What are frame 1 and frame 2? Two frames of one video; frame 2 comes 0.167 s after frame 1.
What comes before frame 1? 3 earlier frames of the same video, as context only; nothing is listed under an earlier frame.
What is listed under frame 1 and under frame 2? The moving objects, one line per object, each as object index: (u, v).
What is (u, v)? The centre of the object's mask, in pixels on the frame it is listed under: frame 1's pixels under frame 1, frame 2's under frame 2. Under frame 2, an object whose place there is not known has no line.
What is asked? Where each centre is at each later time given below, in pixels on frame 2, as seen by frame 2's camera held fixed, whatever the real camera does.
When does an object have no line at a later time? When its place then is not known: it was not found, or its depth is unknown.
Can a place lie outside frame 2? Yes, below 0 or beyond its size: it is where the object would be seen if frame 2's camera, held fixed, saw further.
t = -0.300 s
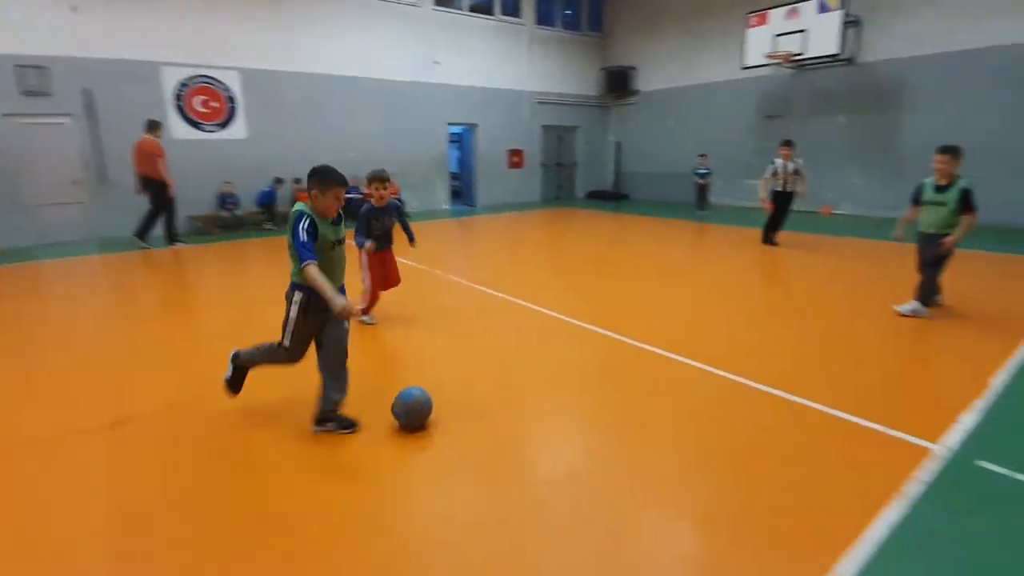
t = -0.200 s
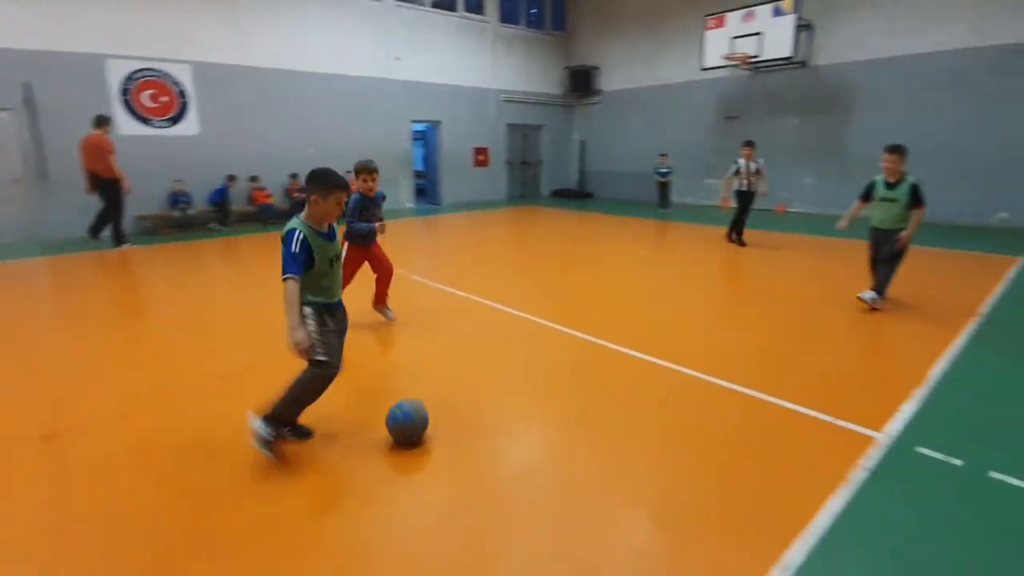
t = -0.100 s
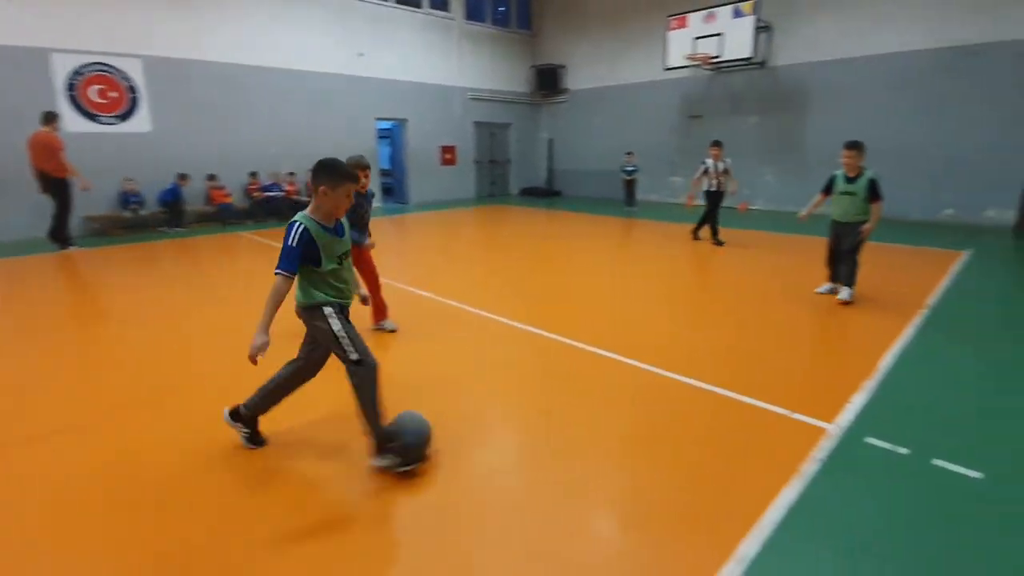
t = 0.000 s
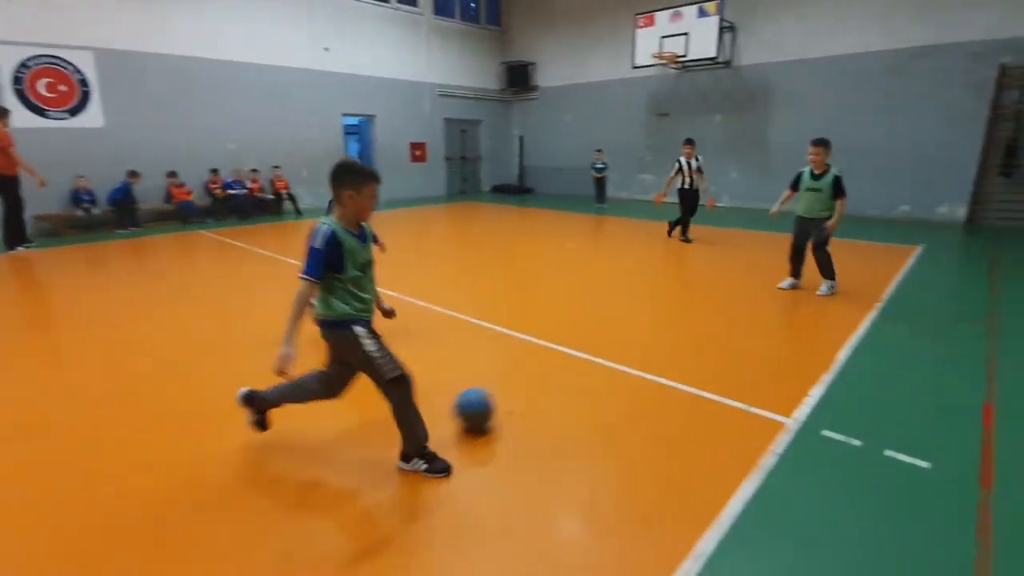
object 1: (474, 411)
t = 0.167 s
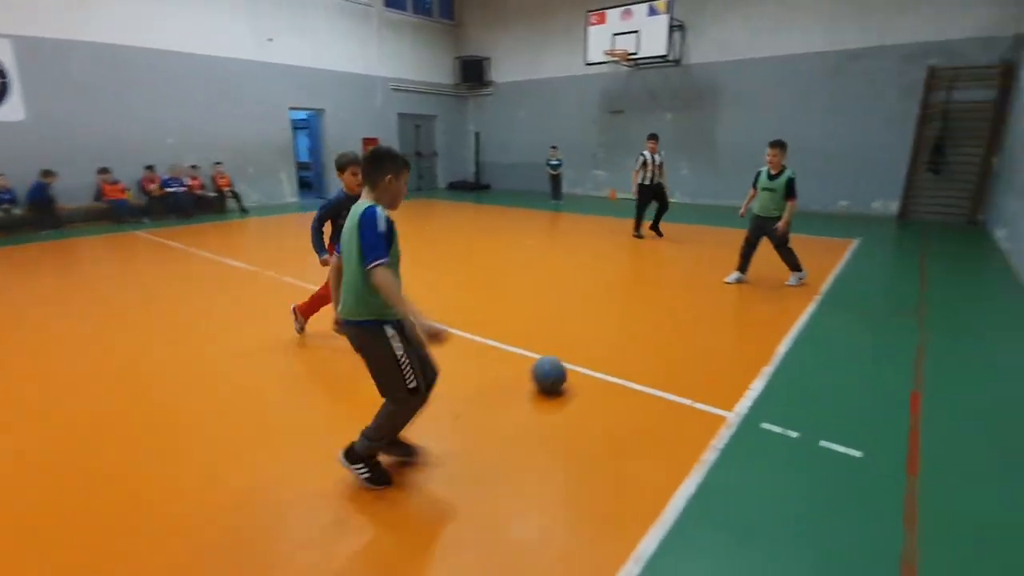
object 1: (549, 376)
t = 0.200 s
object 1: (563, 369)
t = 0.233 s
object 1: (576, 364)
